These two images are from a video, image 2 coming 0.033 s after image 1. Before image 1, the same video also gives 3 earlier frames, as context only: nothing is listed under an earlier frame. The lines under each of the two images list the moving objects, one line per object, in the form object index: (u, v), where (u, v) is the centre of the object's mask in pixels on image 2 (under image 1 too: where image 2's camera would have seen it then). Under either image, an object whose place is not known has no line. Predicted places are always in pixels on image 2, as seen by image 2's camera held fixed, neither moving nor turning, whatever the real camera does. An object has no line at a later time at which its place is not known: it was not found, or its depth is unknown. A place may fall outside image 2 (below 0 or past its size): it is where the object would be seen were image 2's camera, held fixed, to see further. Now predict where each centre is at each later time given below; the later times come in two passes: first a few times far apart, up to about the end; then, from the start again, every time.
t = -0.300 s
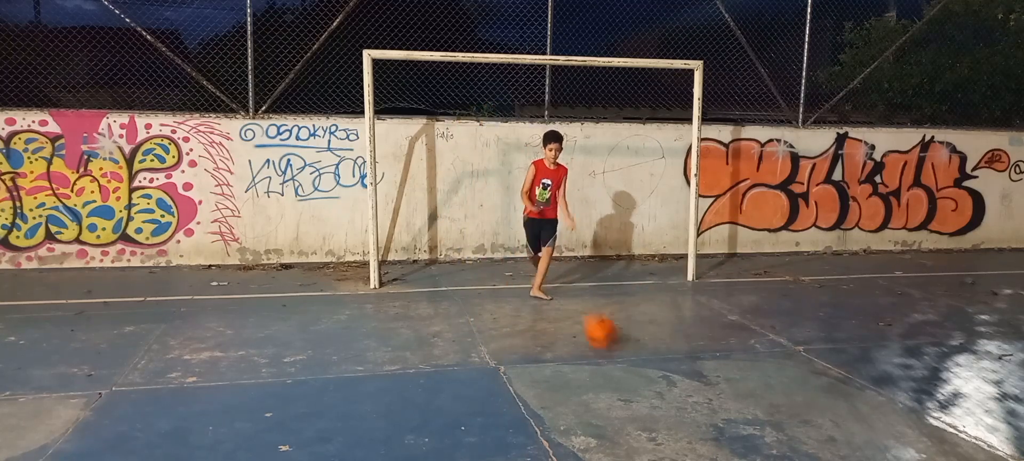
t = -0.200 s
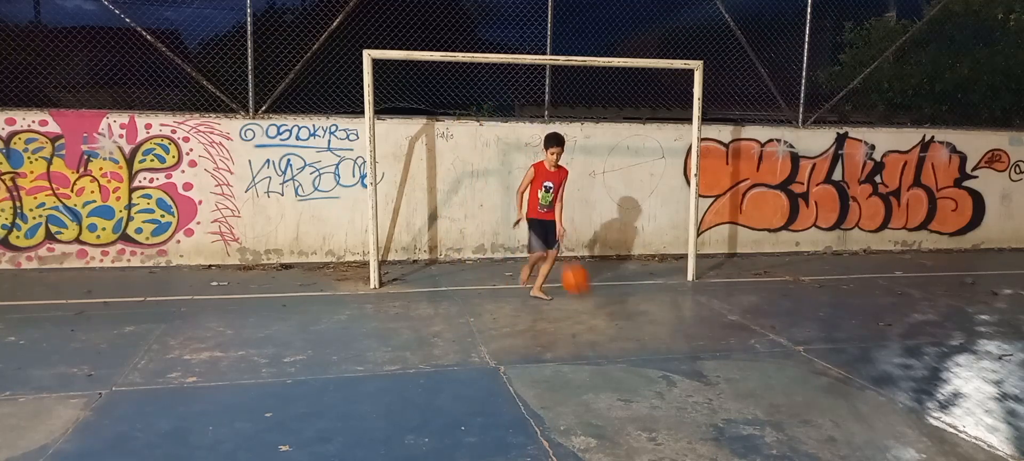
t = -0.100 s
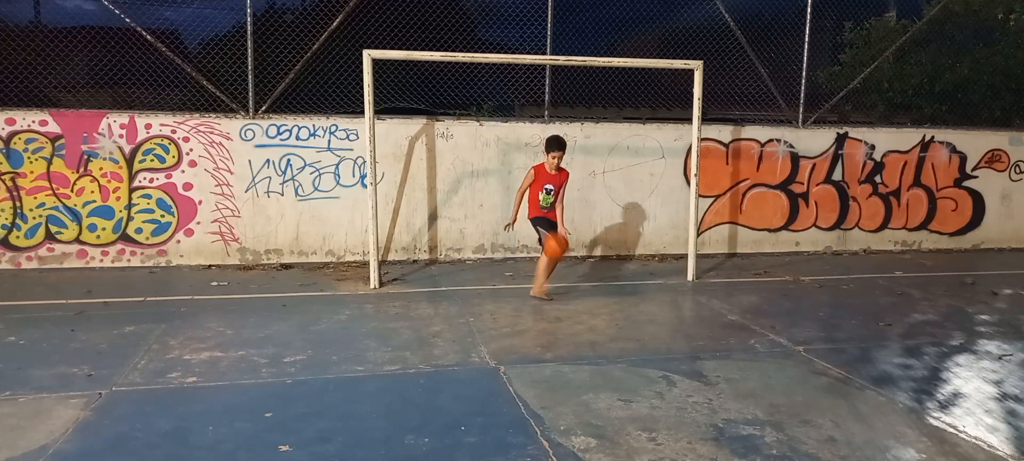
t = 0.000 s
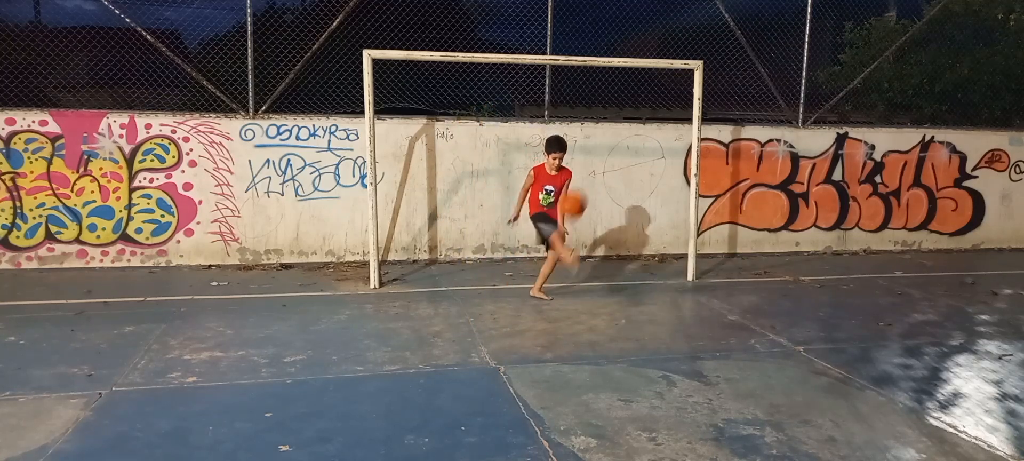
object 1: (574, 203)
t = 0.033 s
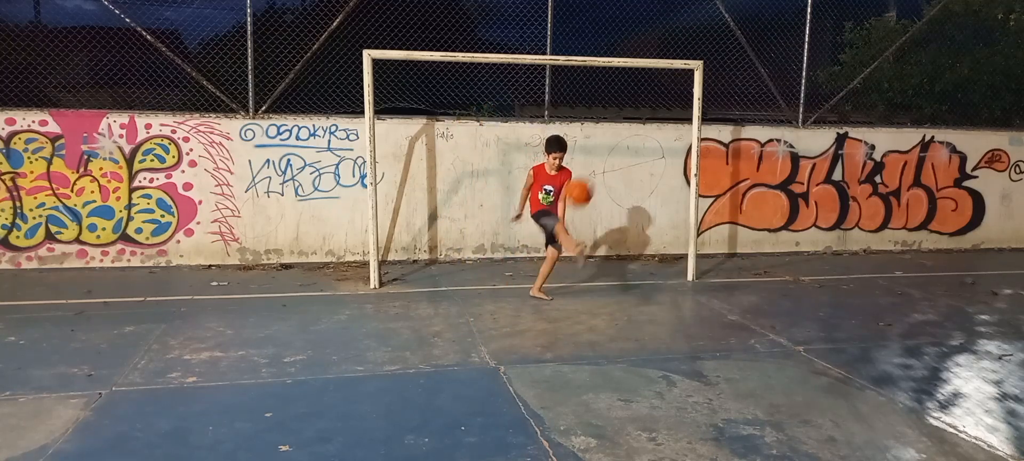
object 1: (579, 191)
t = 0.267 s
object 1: (632, 135)
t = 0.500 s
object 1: (692, 152)
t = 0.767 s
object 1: (774, 296)
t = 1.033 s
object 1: (836, 321)
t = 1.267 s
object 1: (873, 323)
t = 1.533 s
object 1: (915, 381)
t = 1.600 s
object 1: (926, 375)
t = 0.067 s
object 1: (586, 180)
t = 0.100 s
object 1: (593, 170)
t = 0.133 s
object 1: (601, 161)
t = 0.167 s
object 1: (609, 152)
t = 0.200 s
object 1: (617, 145)
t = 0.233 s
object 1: (624, 139)
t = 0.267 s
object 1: (632, 135)
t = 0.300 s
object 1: (641, 133)
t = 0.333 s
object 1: (649, 132)
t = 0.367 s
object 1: (657, 133)
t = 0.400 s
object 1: (666, 135)
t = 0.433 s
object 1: (675, 139)
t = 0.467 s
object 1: (684, 144)
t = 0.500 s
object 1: (692, 152)
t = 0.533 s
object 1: (701, 161)
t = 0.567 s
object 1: (711, 173)
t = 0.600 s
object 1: (719, 184)
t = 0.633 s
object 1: (733, 206)
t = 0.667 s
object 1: (741, 226)
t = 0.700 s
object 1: (754, 247)
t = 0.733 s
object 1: (763, 270)
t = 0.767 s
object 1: (774, 296)
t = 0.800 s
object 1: (785, 323)
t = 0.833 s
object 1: (796, 356)
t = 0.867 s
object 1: (806, 376)
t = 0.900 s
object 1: (812, 363)
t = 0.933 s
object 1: (818, 349)
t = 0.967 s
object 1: (824, 338)
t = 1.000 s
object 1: (830, 328)
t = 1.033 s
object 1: (836, 321)
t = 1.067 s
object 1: (842, 315)
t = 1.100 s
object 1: (847, 311)
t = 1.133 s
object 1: (853, 310)
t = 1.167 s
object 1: (859, 310)
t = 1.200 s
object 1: (864, 313)
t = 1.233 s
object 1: (869, 317)
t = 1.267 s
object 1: (873, 323)
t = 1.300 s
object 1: (878, 332)
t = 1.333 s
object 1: (883, 342)
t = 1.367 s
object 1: (887, 356)
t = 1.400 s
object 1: (891, 370)
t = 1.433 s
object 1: (896, 389)
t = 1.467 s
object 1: (902, 395)
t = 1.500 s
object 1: (908, 387)
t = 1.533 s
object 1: (915, 381)
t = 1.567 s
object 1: (921, 378)
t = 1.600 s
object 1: (926, 375)
